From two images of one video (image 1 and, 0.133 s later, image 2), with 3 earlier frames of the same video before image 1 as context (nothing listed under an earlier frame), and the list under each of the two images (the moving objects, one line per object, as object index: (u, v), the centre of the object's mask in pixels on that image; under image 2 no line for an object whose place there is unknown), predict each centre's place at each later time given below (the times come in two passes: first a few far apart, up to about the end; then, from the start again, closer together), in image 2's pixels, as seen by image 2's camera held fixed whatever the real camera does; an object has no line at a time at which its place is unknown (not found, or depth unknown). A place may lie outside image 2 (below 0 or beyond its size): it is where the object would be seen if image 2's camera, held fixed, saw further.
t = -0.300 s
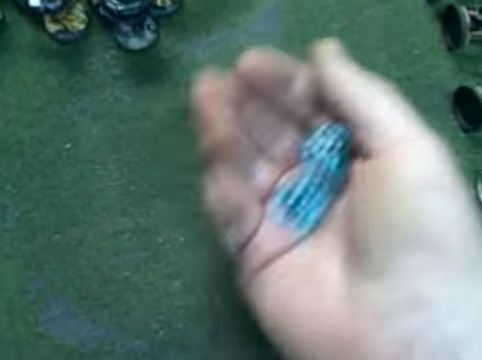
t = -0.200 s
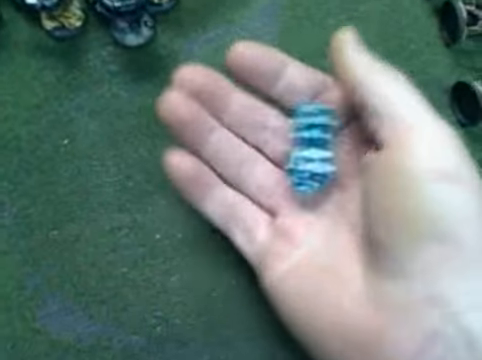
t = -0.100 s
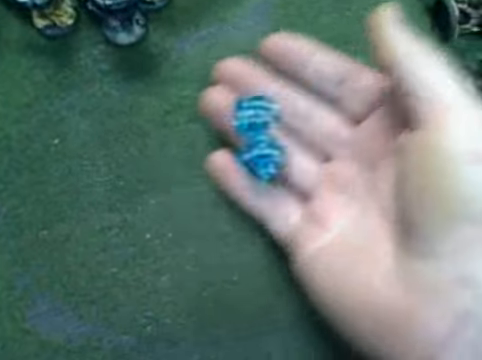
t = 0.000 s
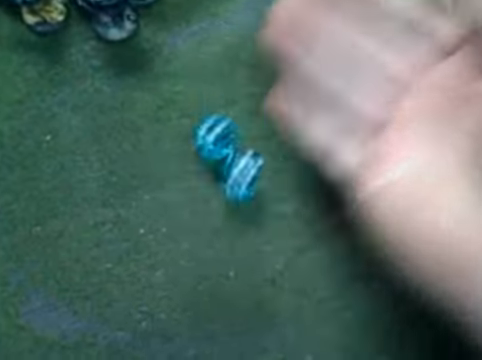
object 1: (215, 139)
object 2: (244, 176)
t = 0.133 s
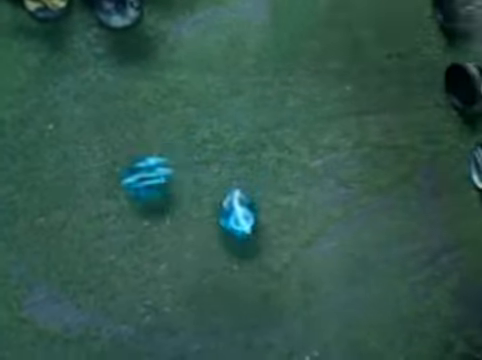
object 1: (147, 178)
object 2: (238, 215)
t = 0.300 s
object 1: (94, 213)
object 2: (223, 244)
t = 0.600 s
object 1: (78, 209)
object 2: (207, 240)
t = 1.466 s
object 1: (83, 213)
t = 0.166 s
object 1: (131, 181)
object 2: (240, 228)
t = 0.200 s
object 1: (115, 190)
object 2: (239, 235)
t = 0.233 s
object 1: (106, 195)
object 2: (234, 241)
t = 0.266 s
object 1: (99, 203)
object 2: (229, 244)
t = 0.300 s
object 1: (94, 213)
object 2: (223, 244)
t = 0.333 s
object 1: (90, 215)
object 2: (215, 242)
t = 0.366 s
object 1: (87, 216)
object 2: (207, 242)
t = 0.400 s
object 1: (81, 212)
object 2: (207, 239)
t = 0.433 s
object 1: (78, 210)
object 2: (207, 240)
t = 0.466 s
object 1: (79, 209)
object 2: (207, 240)
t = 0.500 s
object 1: (79, 210)
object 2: (207, 240)
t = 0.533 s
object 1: (78, 209)
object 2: (207, 240)
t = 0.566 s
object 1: (78, 209)
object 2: (207, 240)
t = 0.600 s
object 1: (78, 209)
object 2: (207, 240)
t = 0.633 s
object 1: (78, 209)
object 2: (207, 240)
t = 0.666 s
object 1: (78, 210)
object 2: (207, 240)
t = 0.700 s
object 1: (78, 210)
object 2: (207, 240)
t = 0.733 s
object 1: (79, 210)
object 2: (207, 240)
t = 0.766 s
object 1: (78, 210)
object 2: (207, 240)
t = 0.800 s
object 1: (79, 210)
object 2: (207, 240)
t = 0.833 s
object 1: (78, 209)
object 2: (207, 240)
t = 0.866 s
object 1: (78, 210)
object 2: (207, 240)
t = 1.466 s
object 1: (83, 213)
